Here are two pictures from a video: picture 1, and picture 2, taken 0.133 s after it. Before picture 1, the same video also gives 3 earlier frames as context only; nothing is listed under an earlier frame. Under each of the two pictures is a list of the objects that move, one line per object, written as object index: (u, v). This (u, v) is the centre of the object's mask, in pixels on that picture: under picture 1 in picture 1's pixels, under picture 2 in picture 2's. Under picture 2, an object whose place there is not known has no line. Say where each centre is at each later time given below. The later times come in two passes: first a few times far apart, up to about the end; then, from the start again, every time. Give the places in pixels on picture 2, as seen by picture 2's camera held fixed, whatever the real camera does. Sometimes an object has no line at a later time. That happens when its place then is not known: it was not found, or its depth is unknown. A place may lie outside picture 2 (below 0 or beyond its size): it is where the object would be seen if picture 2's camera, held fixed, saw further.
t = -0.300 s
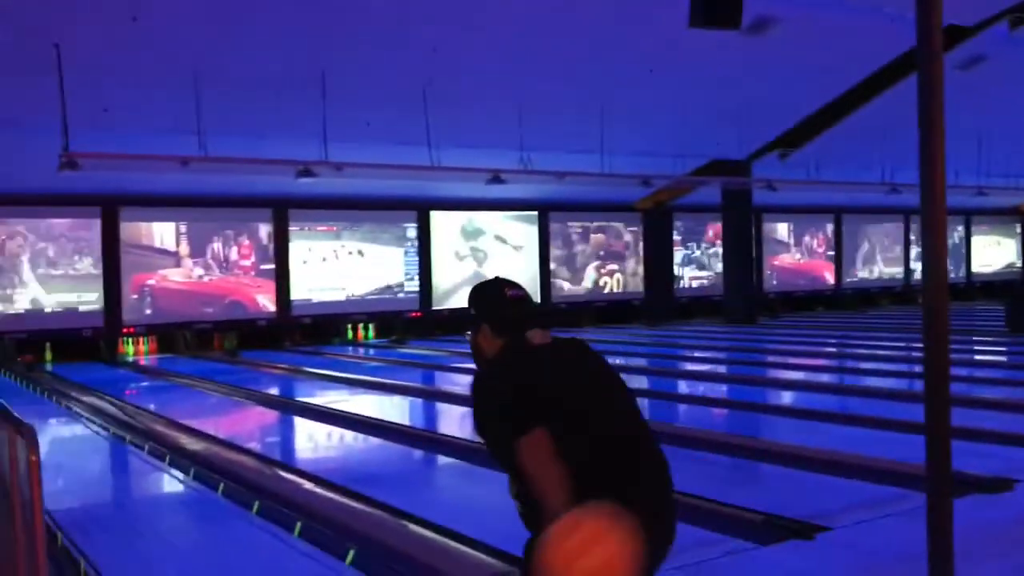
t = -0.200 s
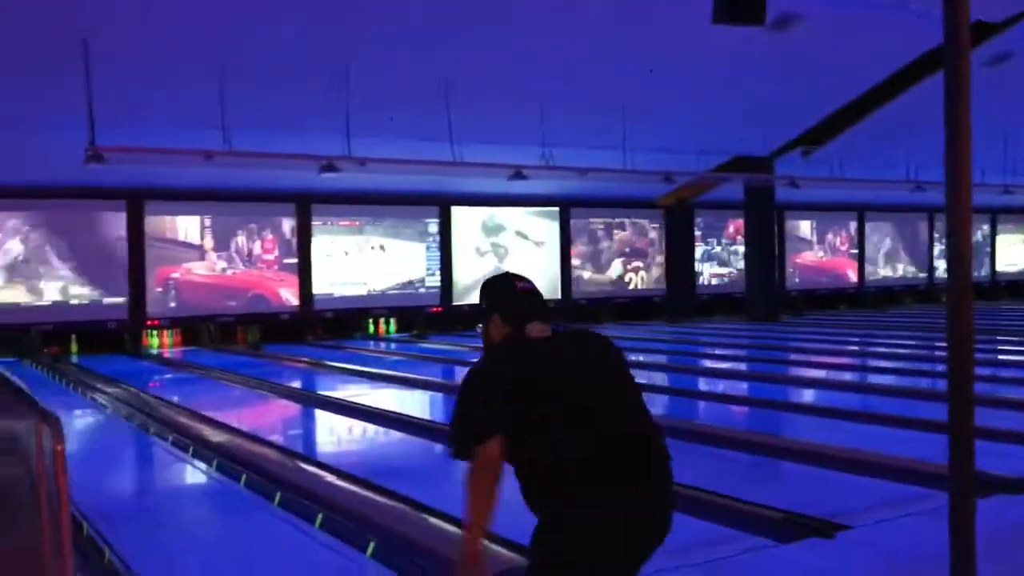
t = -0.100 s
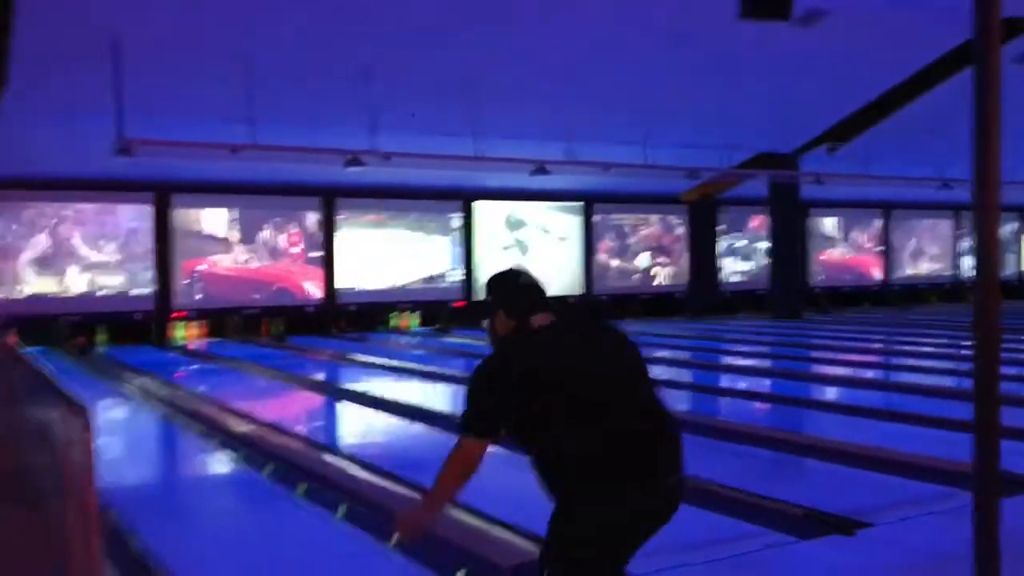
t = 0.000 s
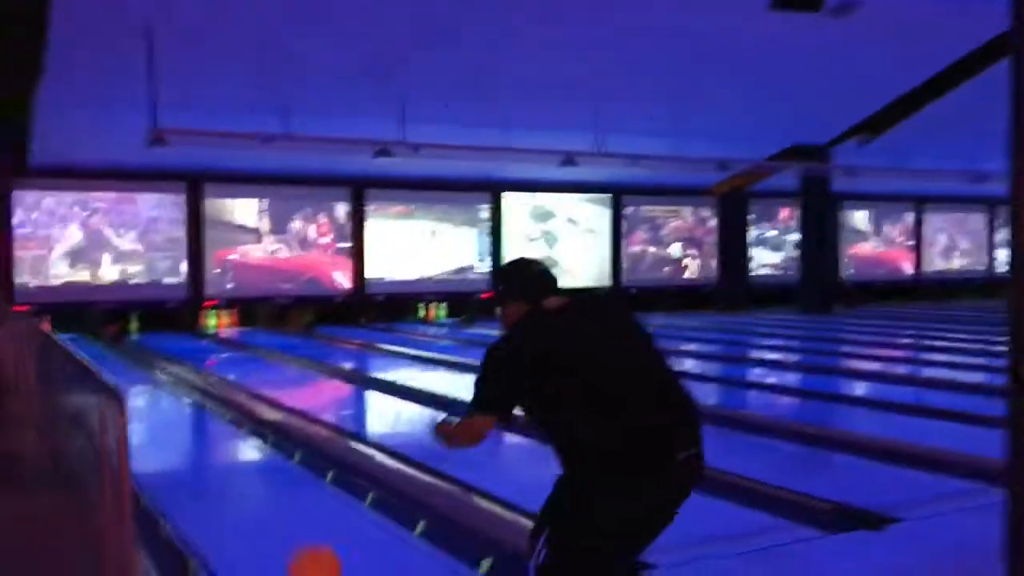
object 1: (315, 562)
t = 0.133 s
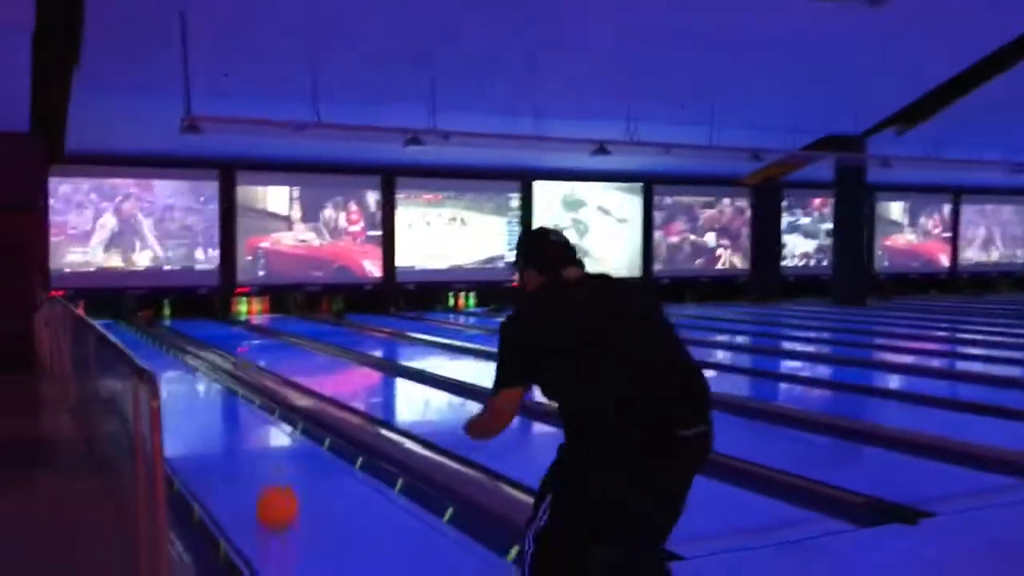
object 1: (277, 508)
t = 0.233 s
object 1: (238, 478)
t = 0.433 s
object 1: (187, 436)
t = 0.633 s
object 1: (164, 405)
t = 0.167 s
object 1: (263, 497)
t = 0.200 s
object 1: (250, 488)
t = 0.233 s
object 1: (238, 478)
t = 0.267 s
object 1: (228, 470)
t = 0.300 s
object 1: (219, 463)
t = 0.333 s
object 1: (210, 456)
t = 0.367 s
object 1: (202, 448)
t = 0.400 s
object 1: (193, 442)
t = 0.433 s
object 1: (187, 436)
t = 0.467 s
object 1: (179, 431)
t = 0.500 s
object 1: (175, 425)
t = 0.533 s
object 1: (170, 420)
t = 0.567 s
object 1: (168, 415)
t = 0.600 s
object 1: (166, 412)
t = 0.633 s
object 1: (164, 405)
